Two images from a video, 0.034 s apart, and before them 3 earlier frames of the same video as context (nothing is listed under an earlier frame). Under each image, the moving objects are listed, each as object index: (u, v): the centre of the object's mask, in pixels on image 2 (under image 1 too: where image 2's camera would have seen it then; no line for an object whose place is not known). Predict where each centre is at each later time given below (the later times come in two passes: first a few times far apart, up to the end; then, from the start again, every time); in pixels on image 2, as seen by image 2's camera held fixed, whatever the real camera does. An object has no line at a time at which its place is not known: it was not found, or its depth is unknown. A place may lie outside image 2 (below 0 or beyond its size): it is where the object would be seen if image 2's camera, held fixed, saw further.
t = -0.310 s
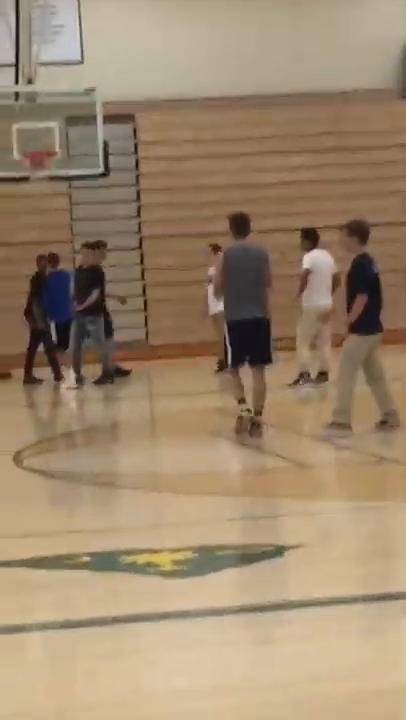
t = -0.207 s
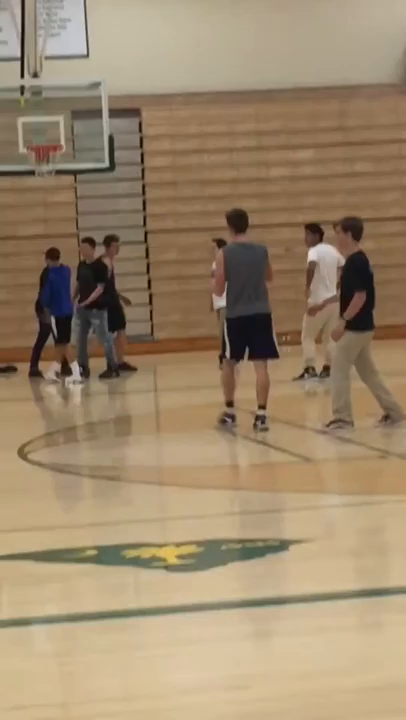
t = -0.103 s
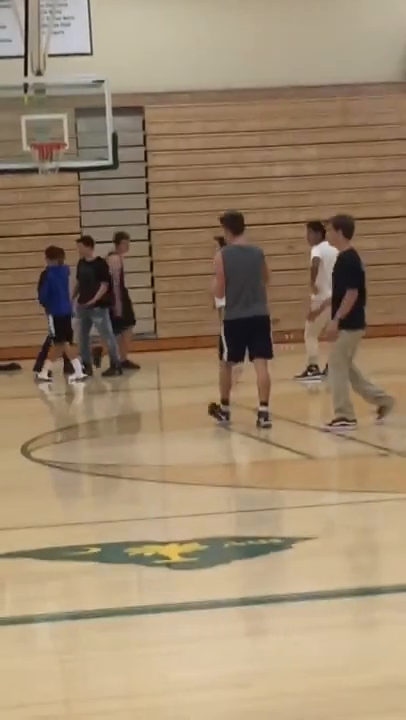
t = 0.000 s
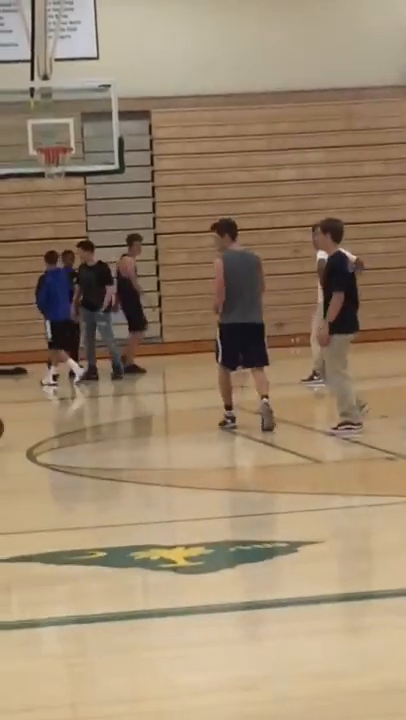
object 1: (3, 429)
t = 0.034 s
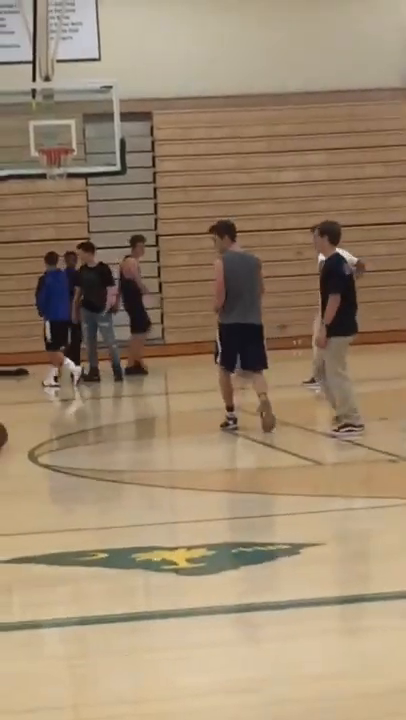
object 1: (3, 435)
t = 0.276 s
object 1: (5, 417)
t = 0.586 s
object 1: (21, 417)
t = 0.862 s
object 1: (36, 416)
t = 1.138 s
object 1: (53, 417)
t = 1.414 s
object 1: (67, 420)
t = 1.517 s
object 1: (71, 416)
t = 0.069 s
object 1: (3, 430)
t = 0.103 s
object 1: (2, 424)
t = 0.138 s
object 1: (2, 420)
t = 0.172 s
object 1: (2, 417)
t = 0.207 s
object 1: (3, 416)
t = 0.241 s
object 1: (3, 416)
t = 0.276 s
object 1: (5, 417)
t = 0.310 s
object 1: (6, 419)
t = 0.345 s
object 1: (8, 423)
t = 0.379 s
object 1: (10, 427)
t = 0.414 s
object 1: (12, 430)
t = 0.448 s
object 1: (14, 425)
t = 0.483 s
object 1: (16, 421)
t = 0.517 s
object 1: (18, 418)
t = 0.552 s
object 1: (19, 417)
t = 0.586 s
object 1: (21, 417)
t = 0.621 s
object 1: (23, 418)
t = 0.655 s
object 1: (25, 420)
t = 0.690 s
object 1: (27, 424)
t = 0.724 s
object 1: (29, 428)
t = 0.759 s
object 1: (31, 423)
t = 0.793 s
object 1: (33, 420)
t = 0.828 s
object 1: (35, 417)
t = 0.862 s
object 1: (36, 416)
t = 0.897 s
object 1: (38, 416)
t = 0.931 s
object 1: (40, 418)
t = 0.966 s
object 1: (42, 420)
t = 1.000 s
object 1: (44, 424)
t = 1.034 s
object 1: (48, 419)
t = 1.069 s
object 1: (49, 417)
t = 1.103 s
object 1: (51, 417)
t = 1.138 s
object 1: (53, 417)
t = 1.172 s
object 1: (55, 419)
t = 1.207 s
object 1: (56, 422)
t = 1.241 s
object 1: (58, 418)
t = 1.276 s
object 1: (60, 417)
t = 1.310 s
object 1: (62, 416)
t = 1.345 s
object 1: (64, 416)
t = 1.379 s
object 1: (65, 417)
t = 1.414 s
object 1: (67, 420)
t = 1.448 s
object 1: (68, 417)
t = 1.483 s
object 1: (70, 416)
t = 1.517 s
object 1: (71, 416)
